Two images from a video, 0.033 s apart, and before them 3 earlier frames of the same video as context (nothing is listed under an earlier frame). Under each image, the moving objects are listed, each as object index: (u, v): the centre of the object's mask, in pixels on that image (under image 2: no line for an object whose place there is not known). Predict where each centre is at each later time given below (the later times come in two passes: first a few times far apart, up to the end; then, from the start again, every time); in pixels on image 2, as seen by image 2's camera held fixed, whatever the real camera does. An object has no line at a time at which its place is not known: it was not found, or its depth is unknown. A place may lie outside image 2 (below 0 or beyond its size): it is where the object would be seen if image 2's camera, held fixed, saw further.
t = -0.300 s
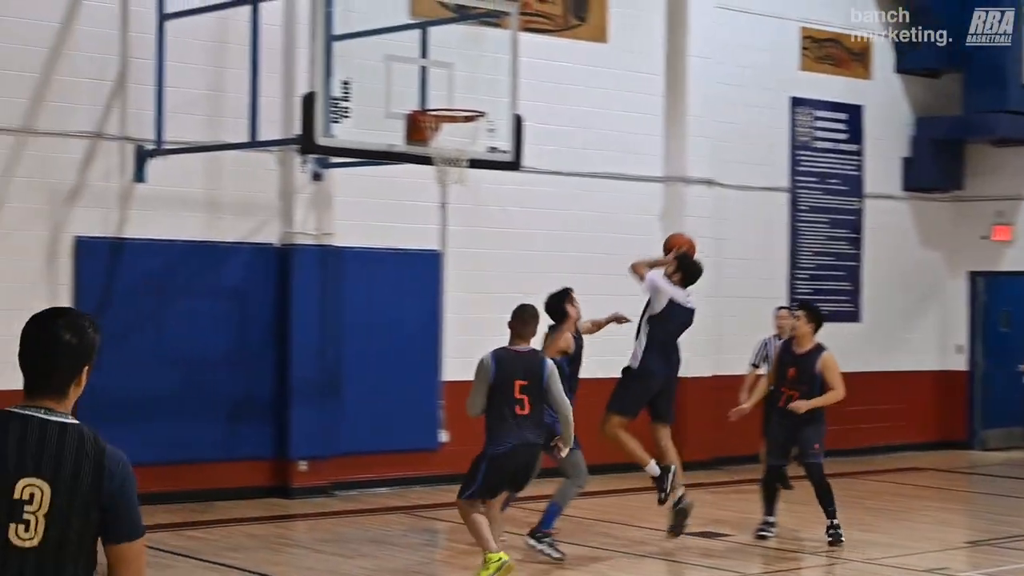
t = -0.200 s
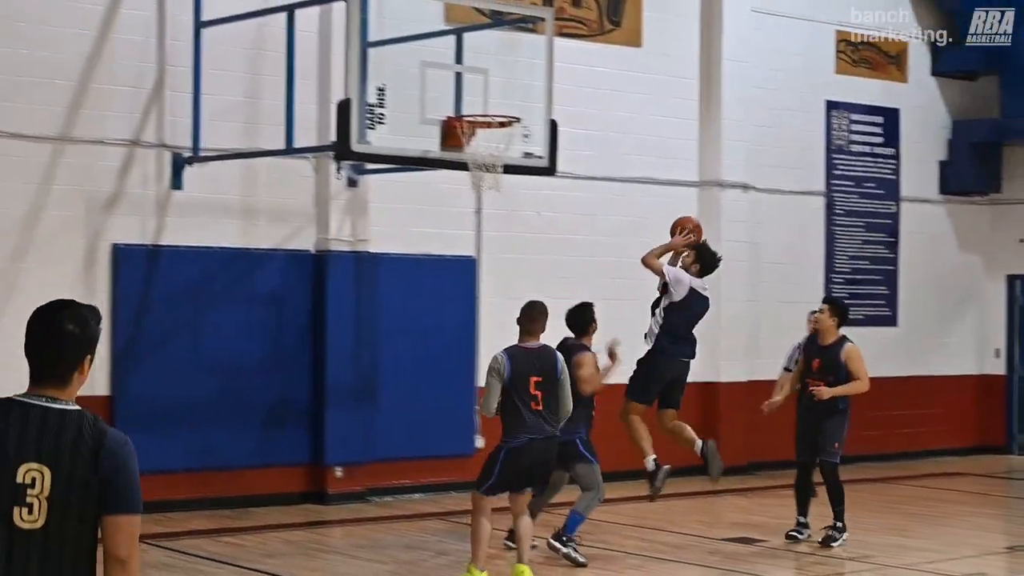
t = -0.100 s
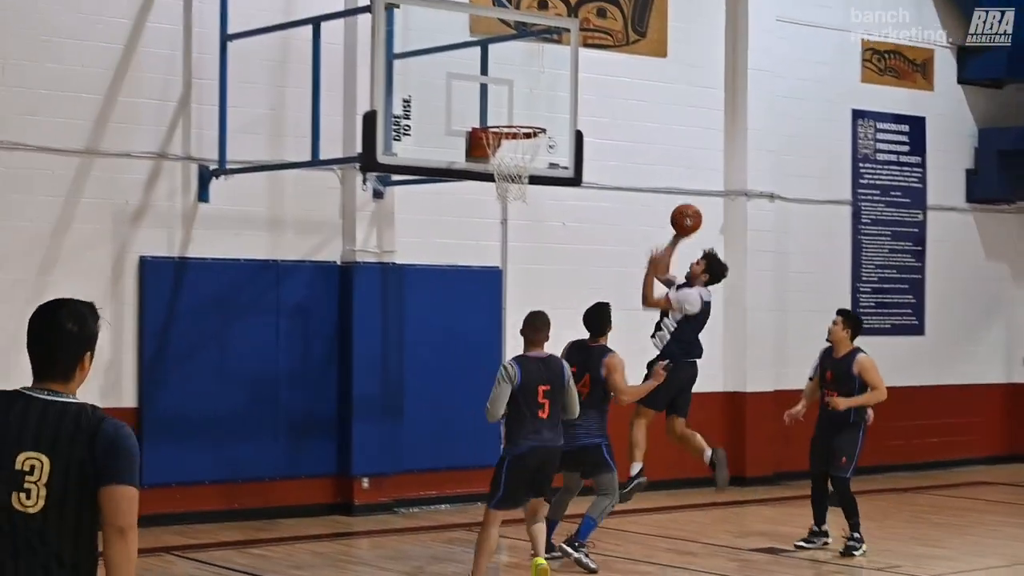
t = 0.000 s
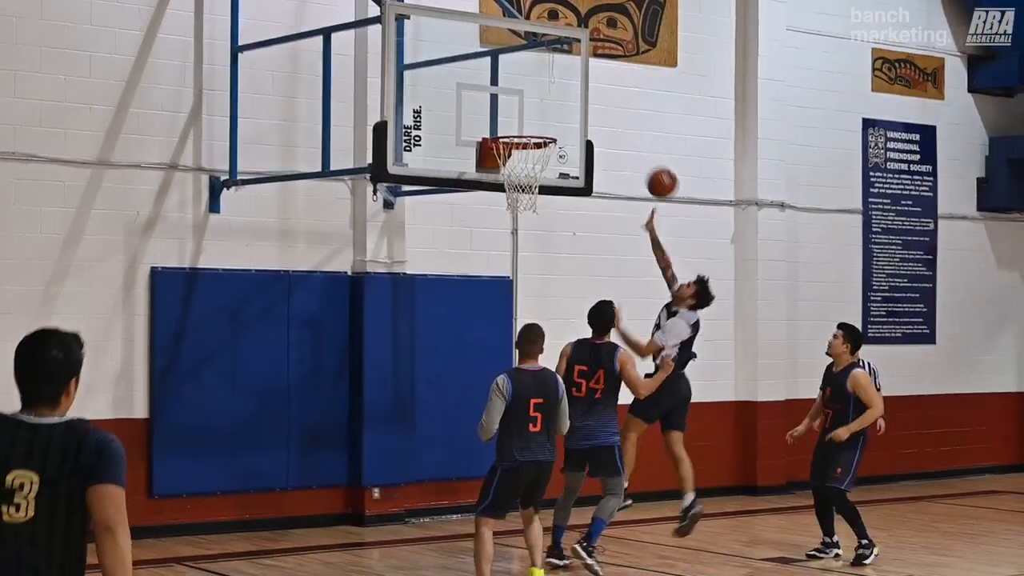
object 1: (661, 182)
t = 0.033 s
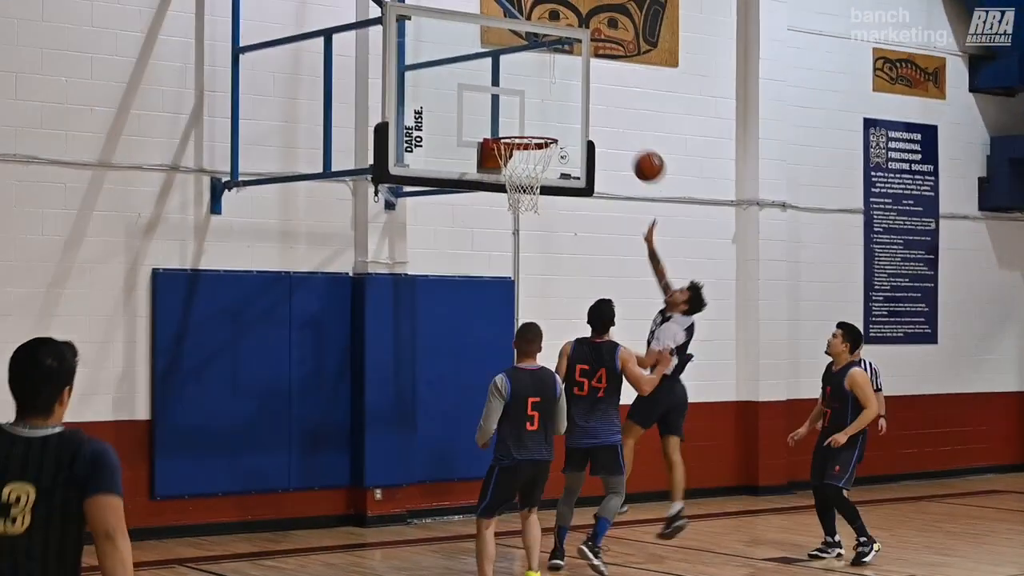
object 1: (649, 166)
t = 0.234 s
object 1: (561, 96)
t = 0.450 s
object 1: (520, 88)
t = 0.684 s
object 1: (514, 110)
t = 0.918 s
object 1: (537, 121)
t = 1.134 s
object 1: (548, 119)
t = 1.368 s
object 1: (552, 124)
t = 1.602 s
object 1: (544, 127)
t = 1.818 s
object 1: (521, 132)
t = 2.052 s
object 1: (505, 186)
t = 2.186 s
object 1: (506, 224)
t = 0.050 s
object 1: (641, 158)
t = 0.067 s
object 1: (634, 151)
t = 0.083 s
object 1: (627, 143)
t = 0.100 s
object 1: (619, 137)
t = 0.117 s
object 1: (612, 131)
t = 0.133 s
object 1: (605, 125)
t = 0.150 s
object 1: (598, 119)
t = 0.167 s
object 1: (591, 114)
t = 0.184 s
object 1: (583, 109)
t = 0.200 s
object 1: (576, 105)
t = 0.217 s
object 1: (568, 100)
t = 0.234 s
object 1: (561, 96)
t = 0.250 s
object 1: (554, 93)
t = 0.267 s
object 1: (547, 90)
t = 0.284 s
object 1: (540, 87)
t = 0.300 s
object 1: (534, 85)
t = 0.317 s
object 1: (532, 84)
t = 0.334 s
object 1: (530, 83)
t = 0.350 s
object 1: (529, 83)
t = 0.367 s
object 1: (528, 83)
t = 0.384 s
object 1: (526, 83)
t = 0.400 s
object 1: (524, 84)
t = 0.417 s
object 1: (523, 85)
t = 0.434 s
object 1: (521, 87)
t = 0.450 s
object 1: (520, 88)
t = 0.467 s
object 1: (518, 90)
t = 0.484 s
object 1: (517, 93)
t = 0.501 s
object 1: (515, 96)
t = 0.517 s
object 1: (514, 100)
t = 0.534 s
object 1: (512, 103)
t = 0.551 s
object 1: (511, 108)
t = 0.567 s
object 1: (509, 113)
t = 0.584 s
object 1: (507, 118)
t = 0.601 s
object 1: (506, 122)
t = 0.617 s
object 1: (508, 120)
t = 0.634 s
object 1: (509, 117)
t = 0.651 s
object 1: (511, 115)
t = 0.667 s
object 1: (513, 112)
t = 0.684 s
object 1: (514, 110)
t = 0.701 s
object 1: (516, 109)
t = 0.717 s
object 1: (518, 107)
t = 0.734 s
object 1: (519, 106)
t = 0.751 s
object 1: (521, 106)
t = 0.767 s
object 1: (523, 106)
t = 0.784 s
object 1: (524, 106)
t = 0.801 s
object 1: (526, 107)
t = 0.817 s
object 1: (527, 108)
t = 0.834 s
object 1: (529, 110)
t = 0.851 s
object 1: (531, 111)
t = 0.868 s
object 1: (532, 114)
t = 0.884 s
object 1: (534, 116)
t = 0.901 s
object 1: (536, 119)
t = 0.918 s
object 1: (537, 121)
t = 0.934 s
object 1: (538, 121)
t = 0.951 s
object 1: (539, 121)
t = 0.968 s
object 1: (540, 121)
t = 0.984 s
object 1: (541, 120)
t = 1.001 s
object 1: (542, 118)
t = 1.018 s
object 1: (542, 117)
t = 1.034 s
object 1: (543, 116)
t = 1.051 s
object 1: (544, 115)
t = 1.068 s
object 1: (545, 115)
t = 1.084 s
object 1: (546, 115)
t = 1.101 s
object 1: (547, 116)
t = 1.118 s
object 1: (547, 117)
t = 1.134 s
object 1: (548, 119)
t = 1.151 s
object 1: (549, 120)
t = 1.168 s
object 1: (550, 122)
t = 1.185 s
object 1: (550, 122)
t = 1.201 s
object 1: (551, 123)
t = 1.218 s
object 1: (551, 123)
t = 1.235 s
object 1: (551, 123)
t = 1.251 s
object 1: (551, 122)
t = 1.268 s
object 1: (551, 122)
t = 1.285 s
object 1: (552, 122)
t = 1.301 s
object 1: (552, 122)
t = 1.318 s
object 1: (552, 123)
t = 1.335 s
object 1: (552, 123)
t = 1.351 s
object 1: (552, 123)
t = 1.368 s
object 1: (552, 124)
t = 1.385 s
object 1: (552, 124)
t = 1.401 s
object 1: (552, 124)
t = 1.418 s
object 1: (552, 124)
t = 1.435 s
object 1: (551, 123)
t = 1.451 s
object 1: (551, 124)
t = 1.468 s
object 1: (550, 124)
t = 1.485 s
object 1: (550, 124)
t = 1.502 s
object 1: (549, 124)
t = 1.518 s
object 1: (548, 125)
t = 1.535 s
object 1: (548, 125)
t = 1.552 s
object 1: (547, 126)
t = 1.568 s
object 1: (546, 126)
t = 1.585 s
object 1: (545, 126)
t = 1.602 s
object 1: (544, 127)
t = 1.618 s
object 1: (542, 127)
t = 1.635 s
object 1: (541, 127)
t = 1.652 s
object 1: (540, 126)
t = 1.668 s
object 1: (538, 126)
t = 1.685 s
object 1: (536, 127)
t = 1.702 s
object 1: (535, 127)
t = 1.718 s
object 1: (533, 128)
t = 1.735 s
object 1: (531, 128)
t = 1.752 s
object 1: (529, 129)
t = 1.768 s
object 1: (527, 129)
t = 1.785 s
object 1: (525, 130)
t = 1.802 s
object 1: (523, 131)
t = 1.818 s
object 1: (521, 132)
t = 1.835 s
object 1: (519, 134)
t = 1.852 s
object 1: (516, 135)
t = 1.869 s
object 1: (516, 135)
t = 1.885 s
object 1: (516, 154)
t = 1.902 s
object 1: (514, 155)
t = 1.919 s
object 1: (510, 158)
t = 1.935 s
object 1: (509, 161)
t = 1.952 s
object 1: (508, 164)
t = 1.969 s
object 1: (507, 168)
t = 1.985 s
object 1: (507, 173)
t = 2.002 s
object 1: (506, 178)
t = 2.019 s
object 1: (505, 180)
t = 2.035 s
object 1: (505, 184)
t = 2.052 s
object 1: (505, 186)
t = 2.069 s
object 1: (505, 189)
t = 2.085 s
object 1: (505, 193)
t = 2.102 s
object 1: (506, 196)
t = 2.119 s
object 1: (506, 200)
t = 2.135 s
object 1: (504, 210)
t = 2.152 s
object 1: (506, 213)
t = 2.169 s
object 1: (506, 218)
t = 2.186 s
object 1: (506, 224)
